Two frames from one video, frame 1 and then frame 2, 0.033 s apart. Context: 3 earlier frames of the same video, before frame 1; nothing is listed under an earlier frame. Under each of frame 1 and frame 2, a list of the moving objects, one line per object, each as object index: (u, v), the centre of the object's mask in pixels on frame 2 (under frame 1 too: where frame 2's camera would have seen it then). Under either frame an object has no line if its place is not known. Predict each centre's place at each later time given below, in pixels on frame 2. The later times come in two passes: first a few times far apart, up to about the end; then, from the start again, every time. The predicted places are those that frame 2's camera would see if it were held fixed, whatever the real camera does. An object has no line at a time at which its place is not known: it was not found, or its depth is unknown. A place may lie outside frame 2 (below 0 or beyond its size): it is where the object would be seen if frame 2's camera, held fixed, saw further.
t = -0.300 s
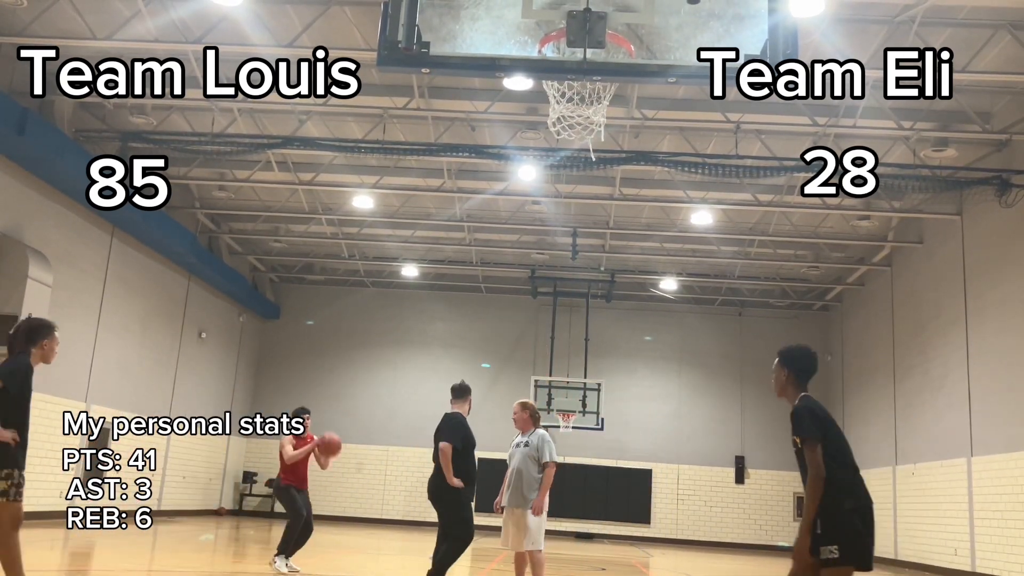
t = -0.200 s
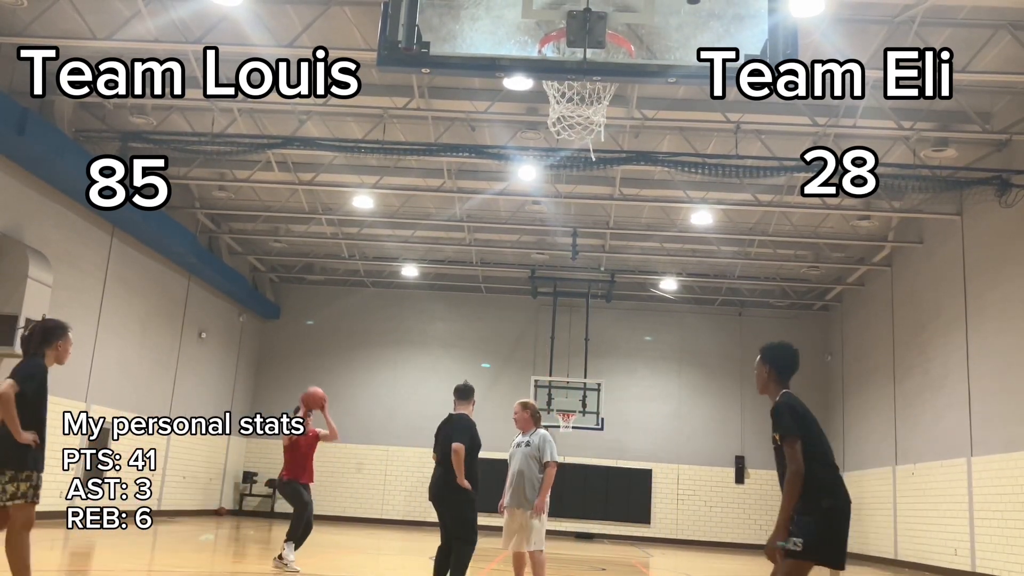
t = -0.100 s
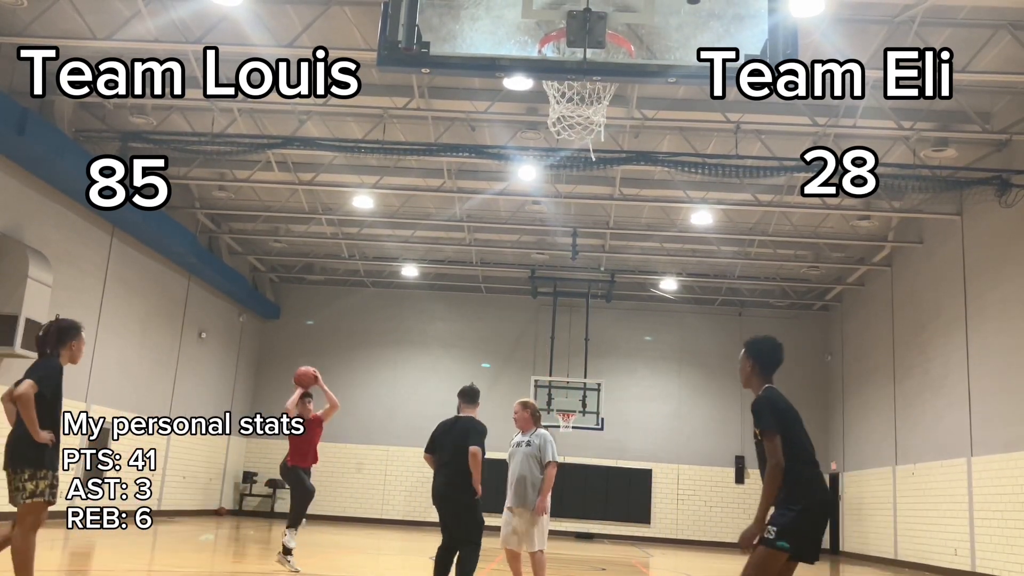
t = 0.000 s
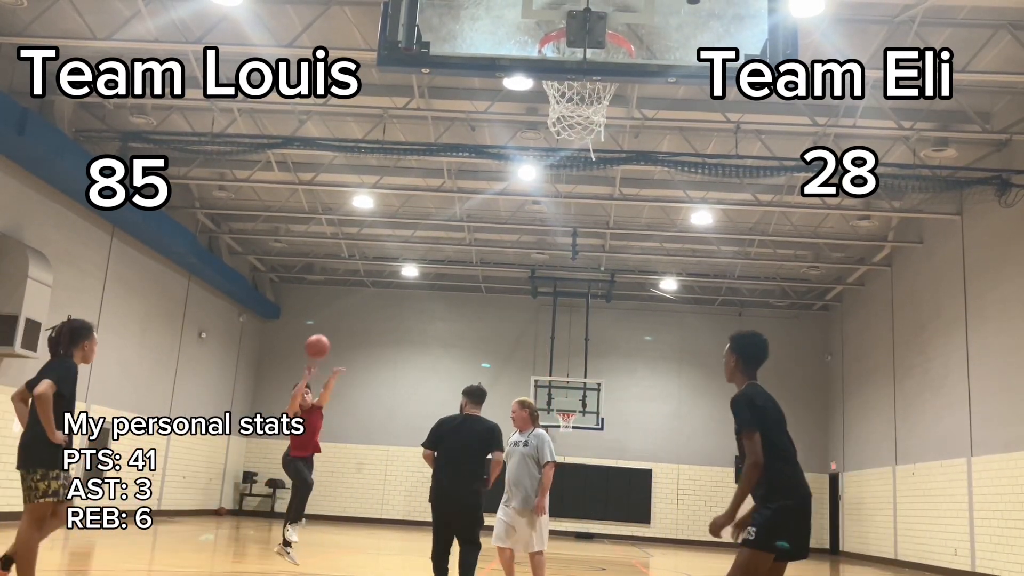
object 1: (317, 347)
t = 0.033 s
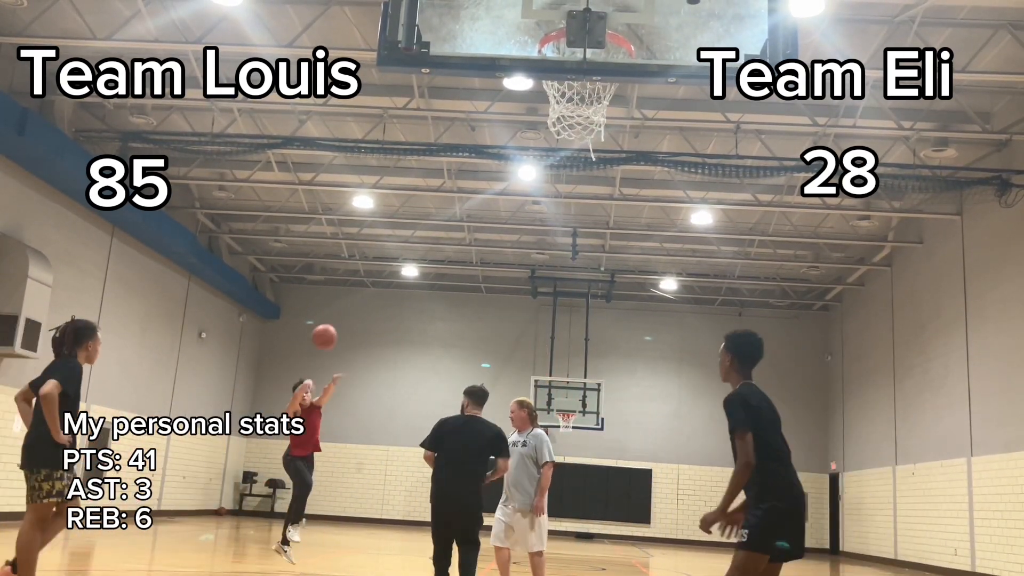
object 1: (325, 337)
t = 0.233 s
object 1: (373, 293)
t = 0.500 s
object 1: (461, 302)
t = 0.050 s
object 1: (328, 332)
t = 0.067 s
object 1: (332, 328)
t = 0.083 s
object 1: (336, 323)
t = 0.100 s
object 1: (339, 319)
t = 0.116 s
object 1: (344, 315)
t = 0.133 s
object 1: (347, 311)
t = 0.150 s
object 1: (352, 308)
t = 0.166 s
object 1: (356, 304)
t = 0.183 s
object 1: (360, 301)
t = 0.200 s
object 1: (364, 298)
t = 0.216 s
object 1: (368, 296)
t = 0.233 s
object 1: (373, 293)
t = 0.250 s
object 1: (378, 292)
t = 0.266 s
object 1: (383, 290)
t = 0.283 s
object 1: (387, 288)
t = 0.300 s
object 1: (392, 287)
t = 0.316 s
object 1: (396, 286)
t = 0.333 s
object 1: (402, 285)
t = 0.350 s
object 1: (407, 284)
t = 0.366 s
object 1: (412, 284)
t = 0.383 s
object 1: (418, 285)
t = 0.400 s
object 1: (424, 286)
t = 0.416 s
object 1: (430, 288)
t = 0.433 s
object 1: (435, 289)
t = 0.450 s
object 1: (442, 292)
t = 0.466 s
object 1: (448, 294)
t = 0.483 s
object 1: (454, 298)
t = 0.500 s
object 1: (461, 302)
